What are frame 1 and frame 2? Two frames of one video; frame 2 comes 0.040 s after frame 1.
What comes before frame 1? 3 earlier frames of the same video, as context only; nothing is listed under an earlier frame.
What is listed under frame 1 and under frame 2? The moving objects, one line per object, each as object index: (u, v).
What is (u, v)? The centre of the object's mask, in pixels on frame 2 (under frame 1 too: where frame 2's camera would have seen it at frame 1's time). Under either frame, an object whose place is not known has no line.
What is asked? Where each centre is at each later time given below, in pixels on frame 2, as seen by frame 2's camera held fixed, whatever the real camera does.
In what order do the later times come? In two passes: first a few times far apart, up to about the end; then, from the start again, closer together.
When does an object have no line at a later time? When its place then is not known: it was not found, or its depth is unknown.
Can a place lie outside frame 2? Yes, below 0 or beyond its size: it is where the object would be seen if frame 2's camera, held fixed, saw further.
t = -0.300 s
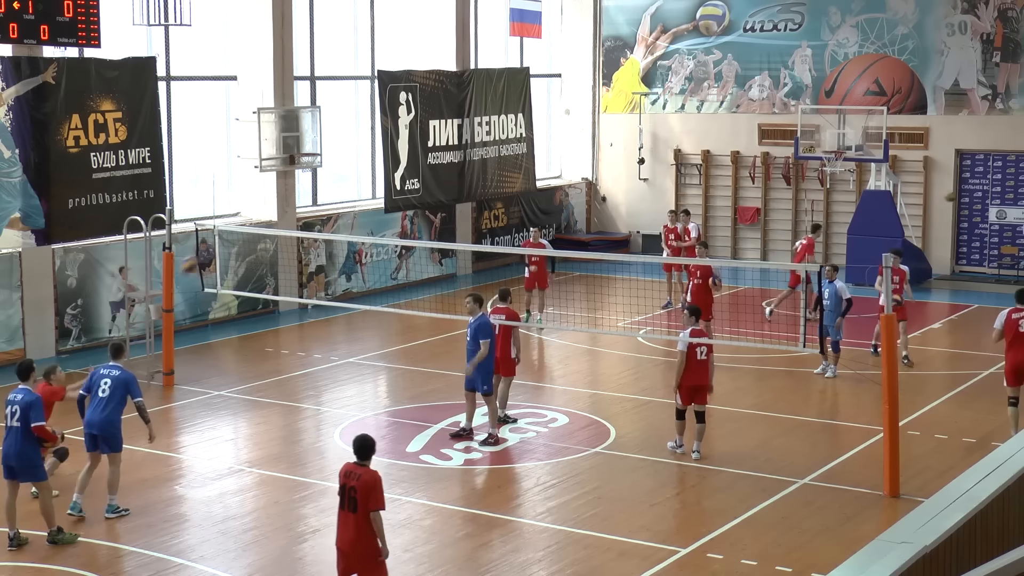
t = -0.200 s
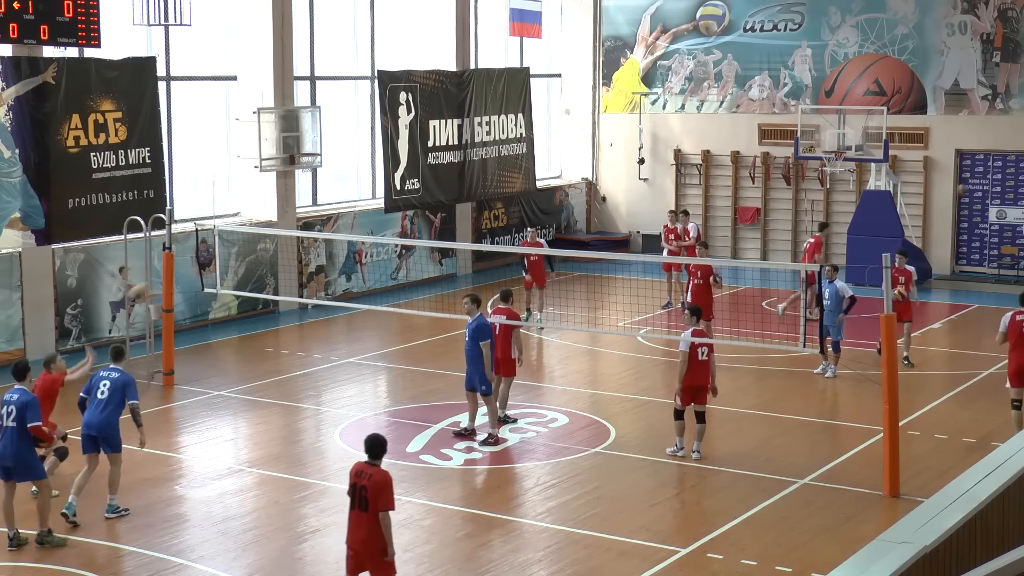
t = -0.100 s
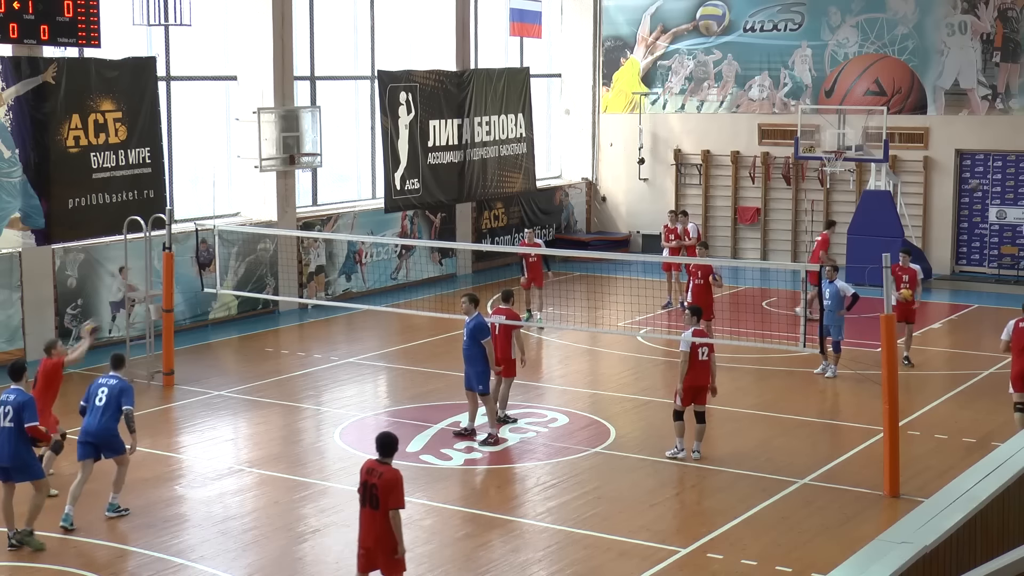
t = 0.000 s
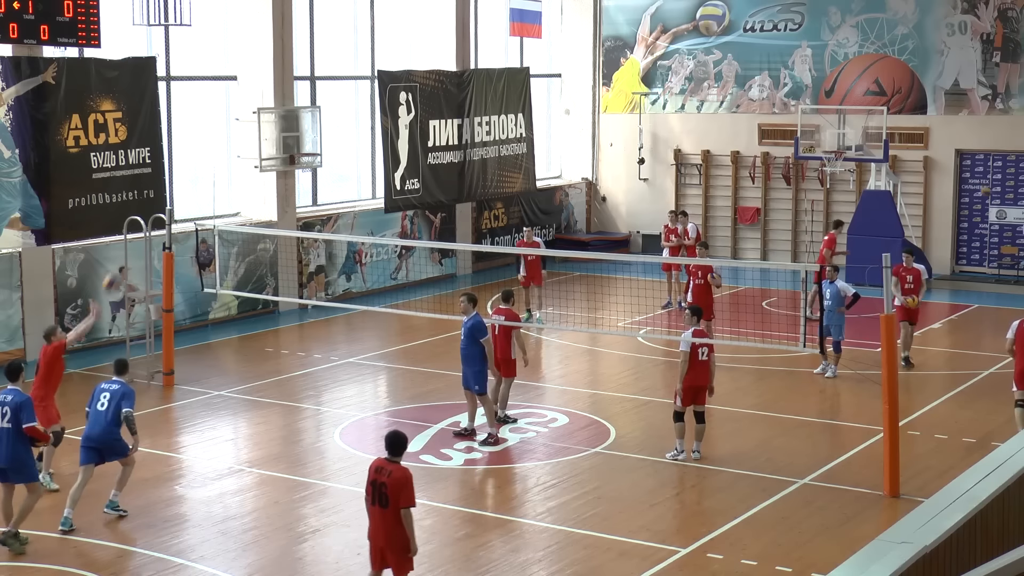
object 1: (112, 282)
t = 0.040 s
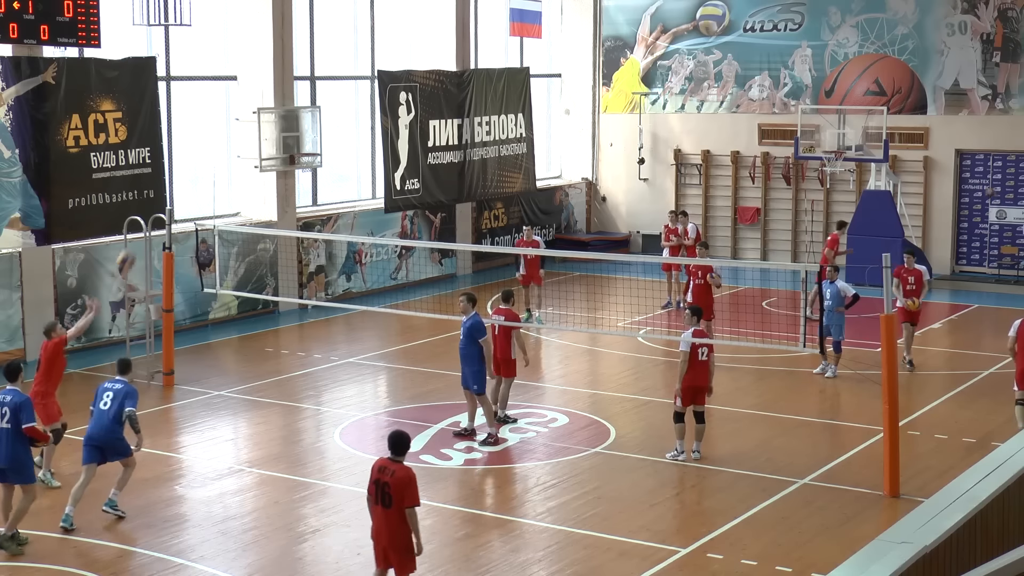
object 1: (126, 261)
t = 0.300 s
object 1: (214, 156)
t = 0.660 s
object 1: (329, 113)
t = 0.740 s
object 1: (353, 119)
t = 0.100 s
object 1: (146, 229)
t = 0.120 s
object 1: (152, 219)
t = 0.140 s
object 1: (158, 212)
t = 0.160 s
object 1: (164, 204)
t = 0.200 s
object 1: (181, 188)
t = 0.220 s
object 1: (188, 181)
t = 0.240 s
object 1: (194, 174)
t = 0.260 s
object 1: (200, 168)
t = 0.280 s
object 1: (208, 161)
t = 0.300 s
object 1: (214, 156)
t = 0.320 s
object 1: (221, 150)
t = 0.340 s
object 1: (227, 145)
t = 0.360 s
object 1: (234, 141)
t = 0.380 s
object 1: (240, 136)
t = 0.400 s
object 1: (246, 132)
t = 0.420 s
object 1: (253, 128)
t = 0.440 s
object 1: (259, 125)
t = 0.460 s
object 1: (265, 122)
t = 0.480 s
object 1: (273, 120)
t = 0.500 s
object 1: (279, 119)
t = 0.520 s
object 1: (285, 117)
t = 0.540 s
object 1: (291, 115)
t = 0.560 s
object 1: (298, 114)
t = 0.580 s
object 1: (305, 113)
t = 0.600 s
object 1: (310, 113)
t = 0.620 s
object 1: (316, 112)
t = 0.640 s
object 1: (323, 112)
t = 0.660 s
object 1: (329, 113)
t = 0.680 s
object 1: (335, 114)
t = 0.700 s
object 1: (341, 115)
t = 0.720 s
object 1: (347, 117)
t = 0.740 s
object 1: (353, 119)
